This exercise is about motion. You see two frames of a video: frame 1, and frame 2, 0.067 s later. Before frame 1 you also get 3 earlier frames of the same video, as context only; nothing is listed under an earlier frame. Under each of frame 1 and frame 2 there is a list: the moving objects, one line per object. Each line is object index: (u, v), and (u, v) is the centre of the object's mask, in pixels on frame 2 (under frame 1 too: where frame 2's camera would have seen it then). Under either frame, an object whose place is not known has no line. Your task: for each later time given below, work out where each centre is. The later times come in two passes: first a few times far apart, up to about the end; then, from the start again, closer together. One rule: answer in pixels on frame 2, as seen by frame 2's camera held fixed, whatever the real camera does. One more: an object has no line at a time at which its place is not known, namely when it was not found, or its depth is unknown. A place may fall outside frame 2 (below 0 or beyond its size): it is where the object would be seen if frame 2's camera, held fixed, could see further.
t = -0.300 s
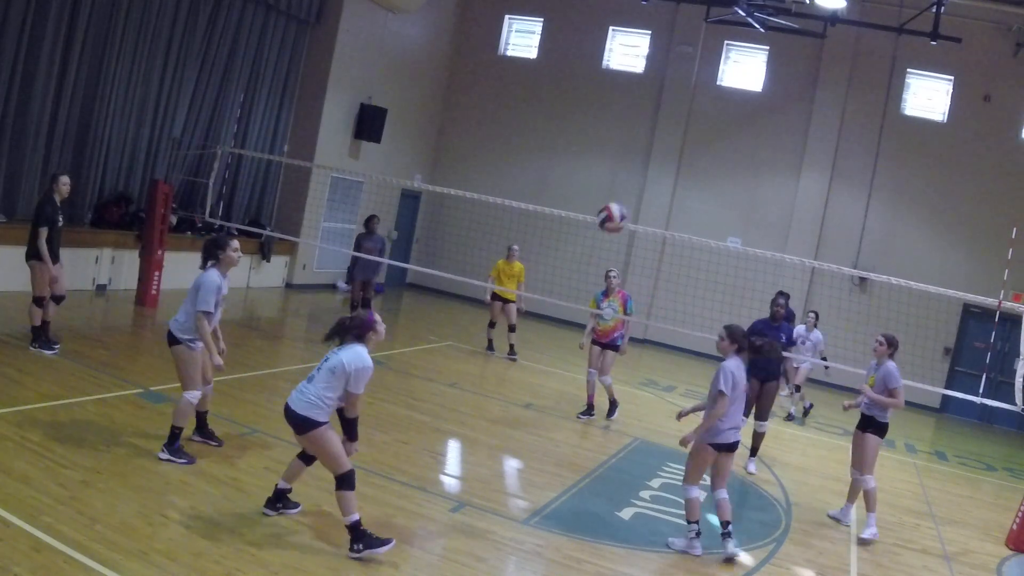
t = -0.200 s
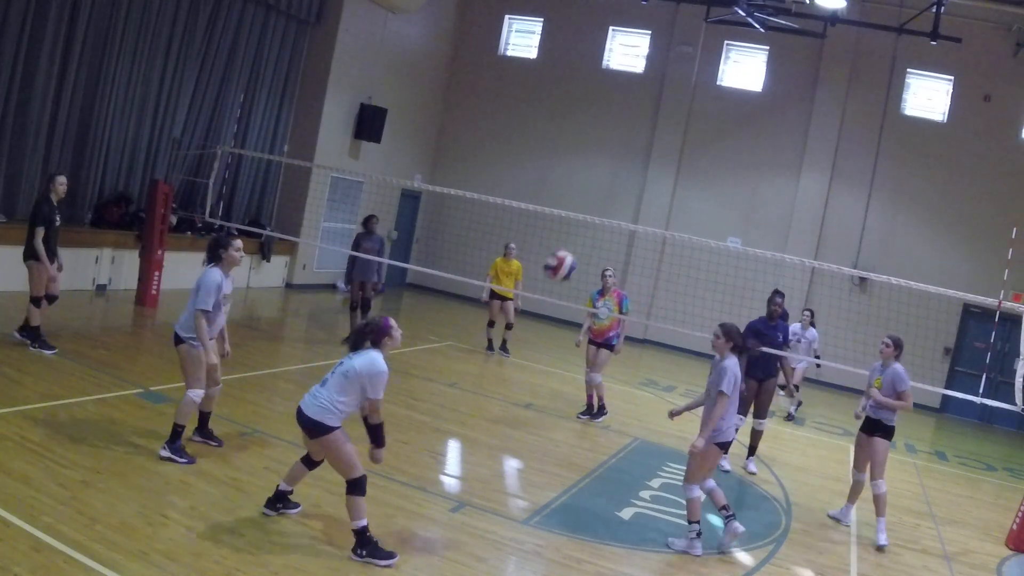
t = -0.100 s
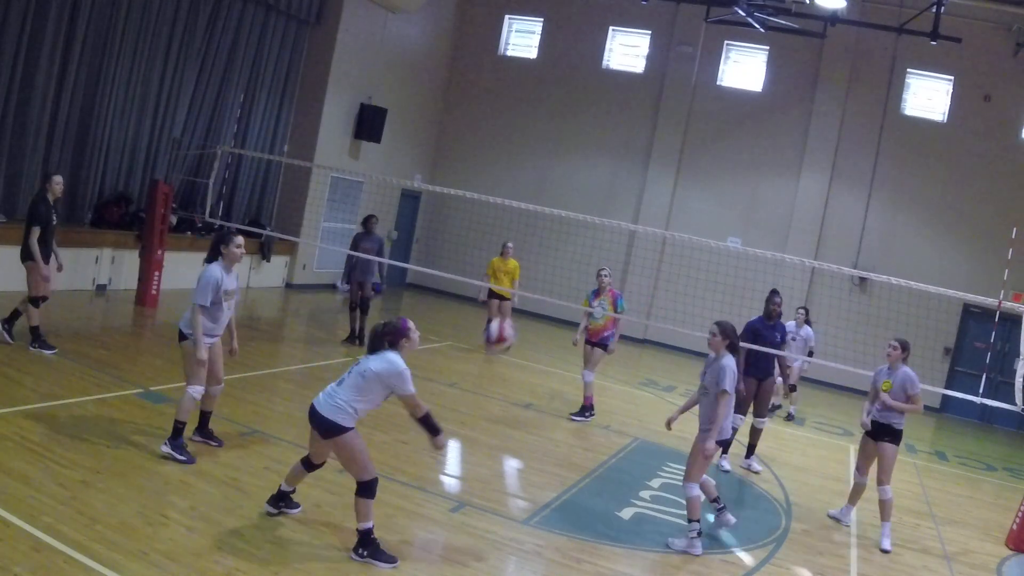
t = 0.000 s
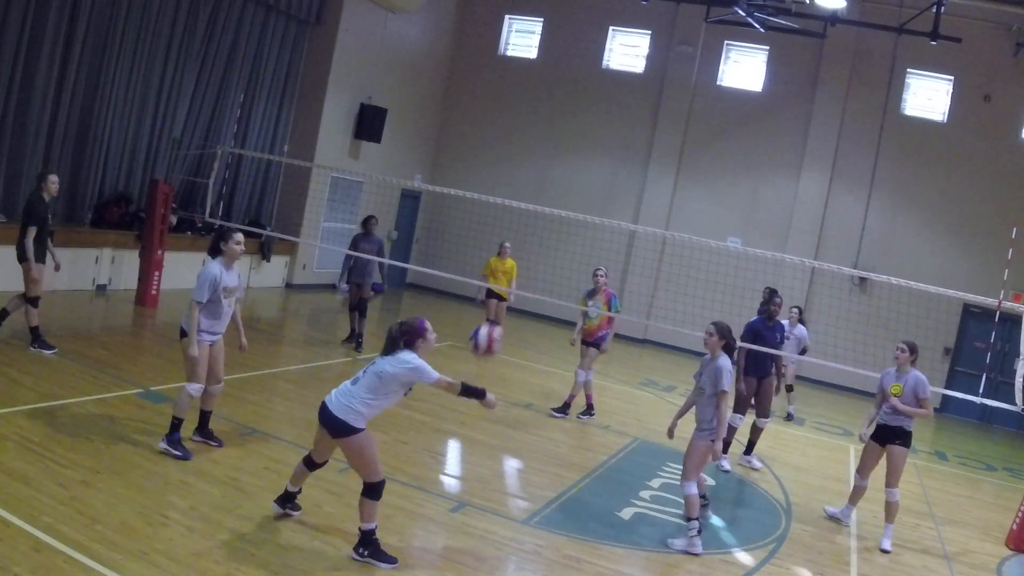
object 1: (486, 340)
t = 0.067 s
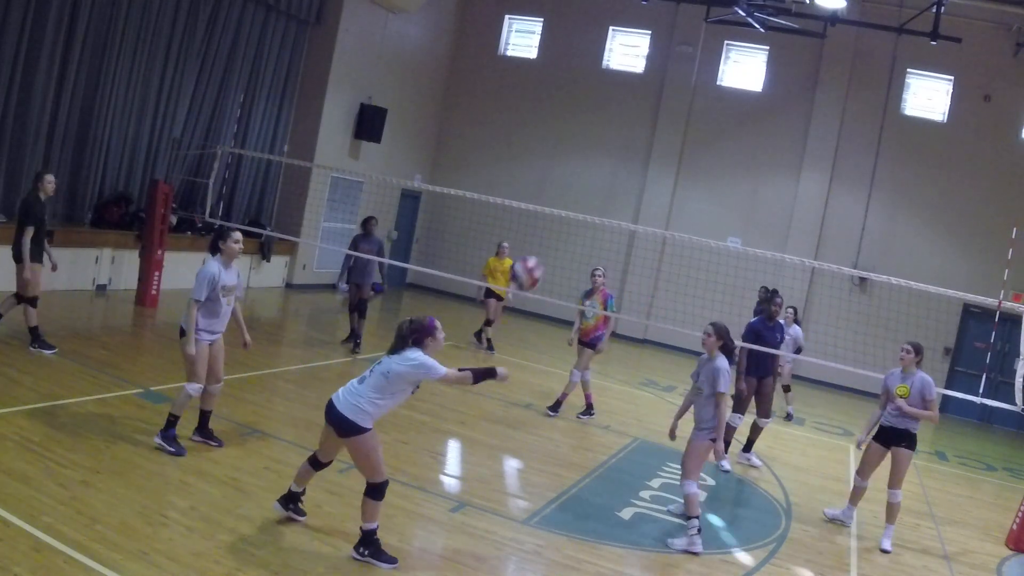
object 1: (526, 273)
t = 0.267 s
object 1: (630, 121)
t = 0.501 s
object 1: (721, 34)
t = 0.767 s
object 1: (798, 35)
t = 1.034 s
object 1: (848, 126)
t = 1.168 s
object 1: (863, 201)
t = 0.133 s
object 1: (563, 214)
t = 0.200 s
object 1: (598, 163)
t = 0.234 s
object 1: (614, 142)
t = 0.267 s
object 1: (630, 121)
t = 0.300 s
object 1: (644, 103)
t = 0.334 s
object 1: (658, 87)
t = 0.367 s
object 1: (673, 74)
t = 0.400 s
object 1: (686, 61)
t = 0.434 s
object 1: (698, 51)
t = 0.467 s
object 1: (710, 42)
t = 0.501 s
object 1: (721, 34)
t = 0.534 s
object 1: (733, 29)
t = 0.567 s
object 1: (744, 25)
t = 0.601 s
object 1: (753, 23)
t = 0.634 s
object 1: (763, 22)
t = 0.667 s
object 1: (772, 23)
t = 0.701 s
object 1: (781, 26)
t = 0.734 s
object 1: (790, 30)
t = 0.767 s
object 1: (798, 35)
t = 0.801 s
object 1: (805, 42)
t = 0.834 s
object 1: (812, 50)
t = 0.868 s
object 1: (819, 59)
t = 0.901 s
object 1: (826, 70)
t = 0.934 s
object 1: (832, 81)
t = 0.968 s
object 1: (838, 95)
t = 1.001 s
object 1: (842, 110)
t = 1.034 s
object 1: (848, 126)
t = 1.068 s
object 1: (852, 143)
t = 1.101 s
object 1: (857, 162)
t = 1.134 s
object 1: (860, 181)
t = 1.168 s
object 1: (863, 201)
